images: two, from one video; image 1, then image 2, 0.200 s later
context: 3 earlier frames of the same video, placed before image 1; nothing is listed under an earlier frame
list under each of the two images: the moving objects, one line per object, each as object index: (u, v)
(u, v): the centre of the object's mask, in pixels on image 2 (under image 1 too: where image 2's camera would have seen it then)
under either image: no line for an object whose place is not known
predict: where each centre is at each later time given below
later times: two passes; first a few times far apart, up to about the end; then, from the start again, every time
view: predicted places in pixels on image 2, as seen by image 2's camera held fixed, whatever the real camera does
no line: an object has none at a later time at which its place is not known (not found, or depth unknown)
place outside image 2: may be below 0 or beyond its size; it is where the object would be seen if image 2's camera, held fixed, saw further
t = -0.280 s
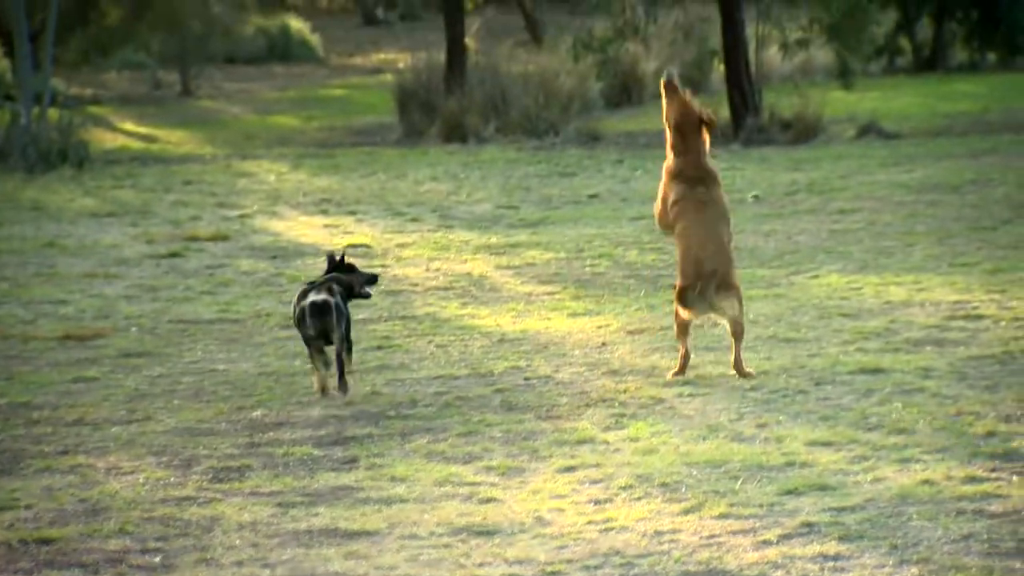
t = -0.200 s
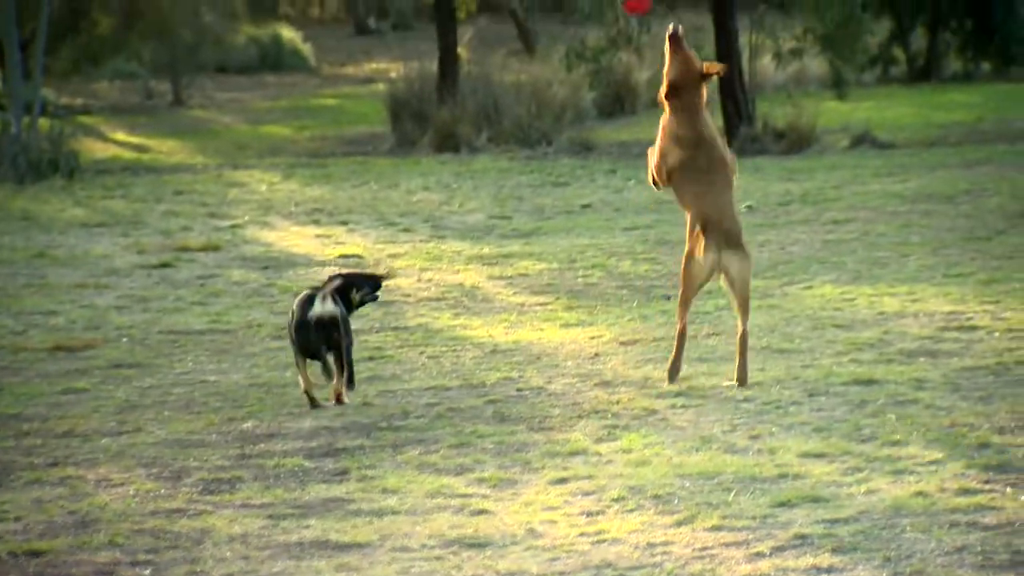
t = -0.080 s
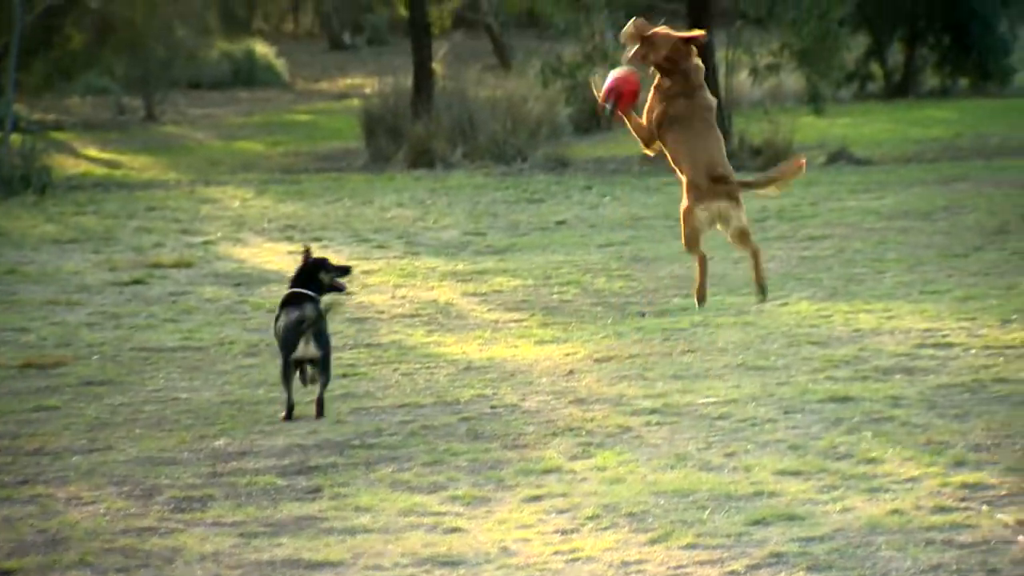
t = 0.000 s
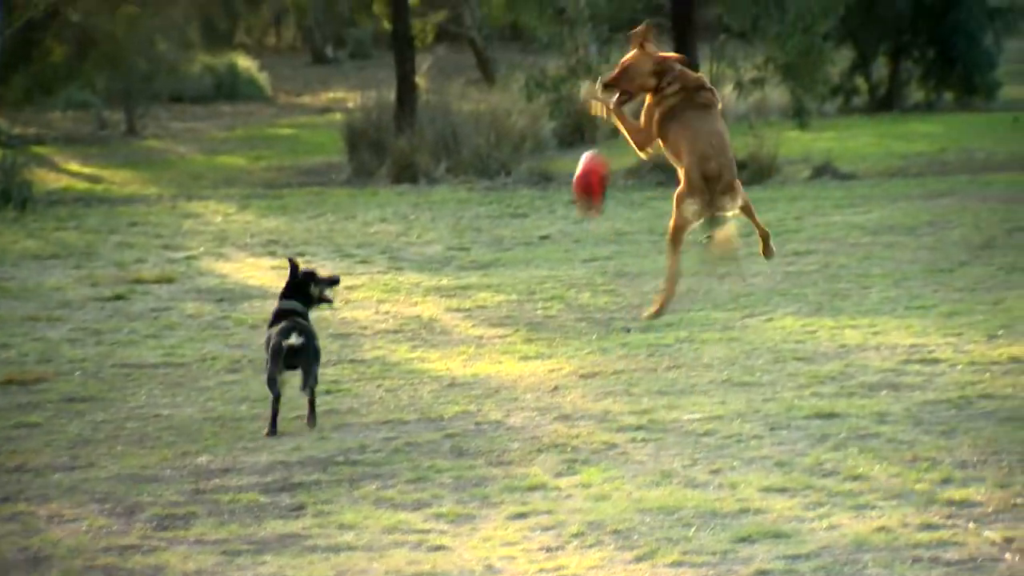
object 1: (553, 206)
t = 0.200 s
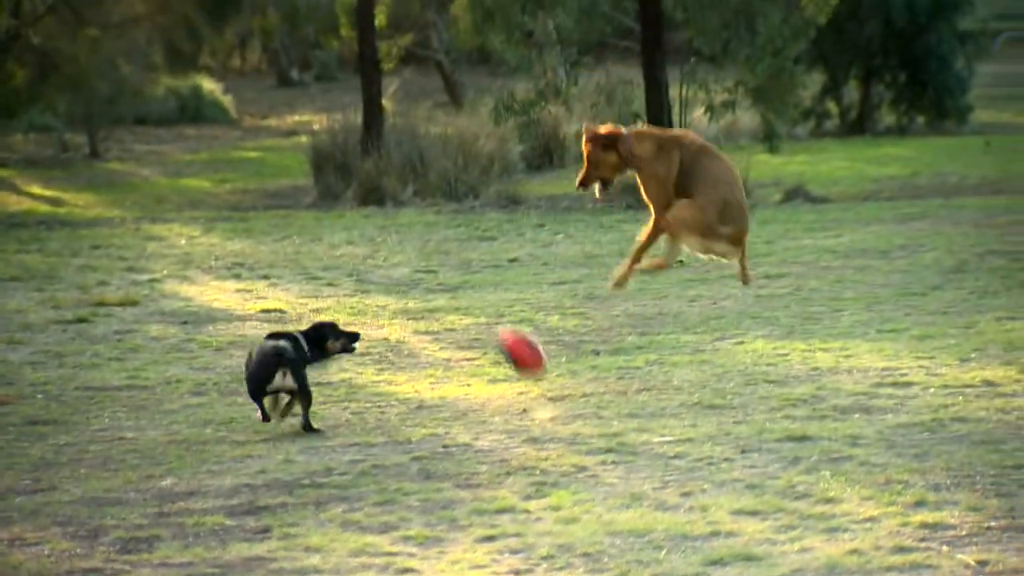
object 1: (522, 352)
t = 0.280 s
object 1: (491, 296)
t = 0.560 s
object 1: (395, 232)
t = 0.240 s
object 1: (506, 322)
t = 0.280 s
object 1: (491, 296)
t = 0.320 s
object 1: (477, 274)
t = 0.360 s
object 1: (460, 259)
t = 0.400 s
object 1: (445, 248)
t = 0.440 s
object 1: (431, 239)
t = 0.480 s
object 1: (420, 233)
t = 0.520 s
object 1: (409, 230)
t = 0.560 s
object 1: (395, 232)
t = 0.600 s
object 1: (382, 239)
